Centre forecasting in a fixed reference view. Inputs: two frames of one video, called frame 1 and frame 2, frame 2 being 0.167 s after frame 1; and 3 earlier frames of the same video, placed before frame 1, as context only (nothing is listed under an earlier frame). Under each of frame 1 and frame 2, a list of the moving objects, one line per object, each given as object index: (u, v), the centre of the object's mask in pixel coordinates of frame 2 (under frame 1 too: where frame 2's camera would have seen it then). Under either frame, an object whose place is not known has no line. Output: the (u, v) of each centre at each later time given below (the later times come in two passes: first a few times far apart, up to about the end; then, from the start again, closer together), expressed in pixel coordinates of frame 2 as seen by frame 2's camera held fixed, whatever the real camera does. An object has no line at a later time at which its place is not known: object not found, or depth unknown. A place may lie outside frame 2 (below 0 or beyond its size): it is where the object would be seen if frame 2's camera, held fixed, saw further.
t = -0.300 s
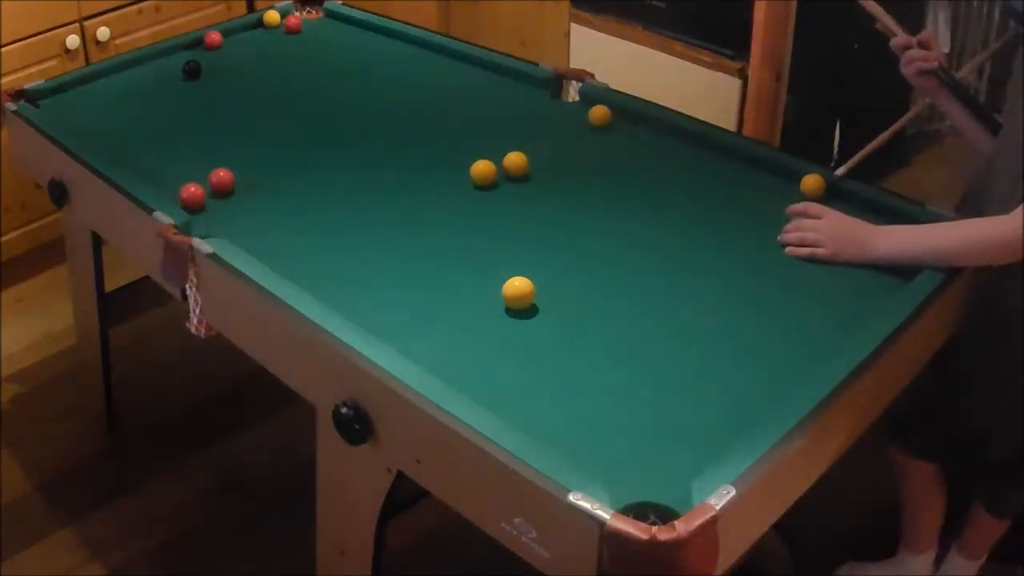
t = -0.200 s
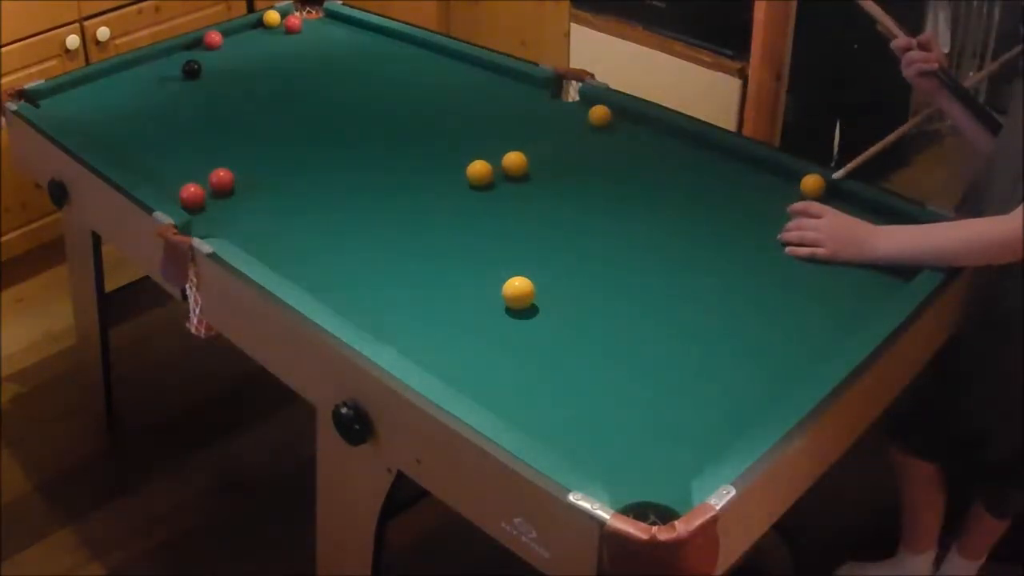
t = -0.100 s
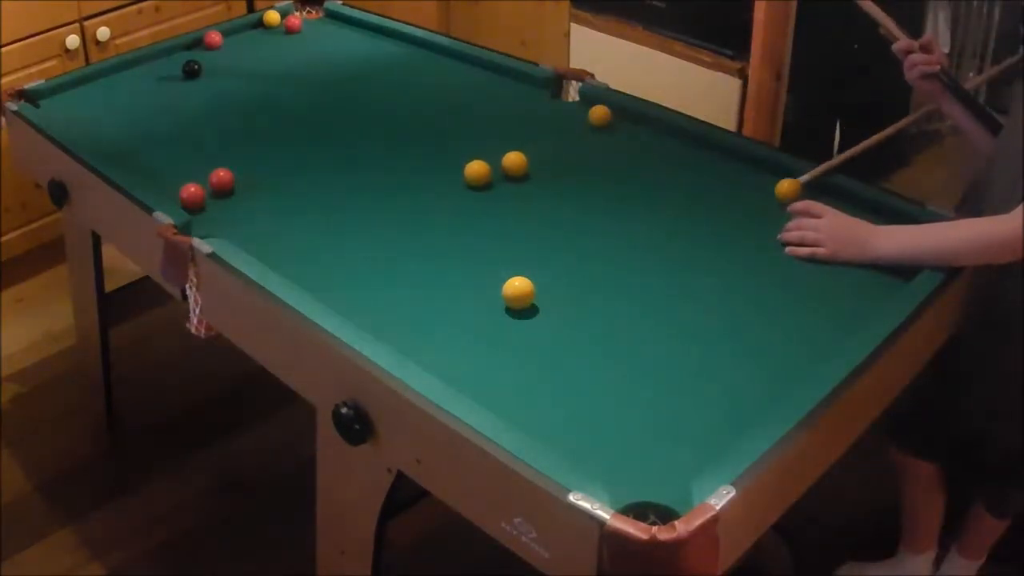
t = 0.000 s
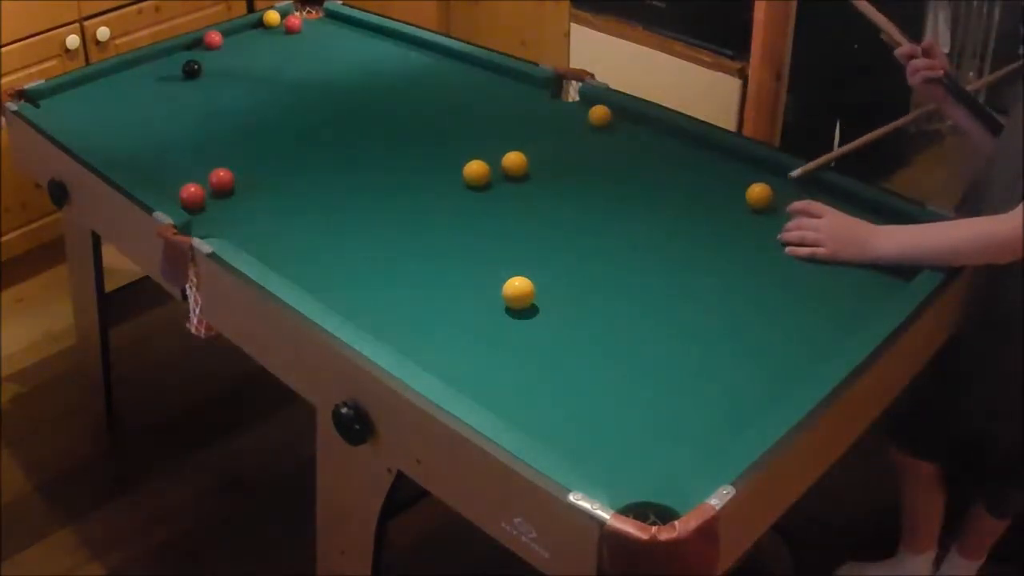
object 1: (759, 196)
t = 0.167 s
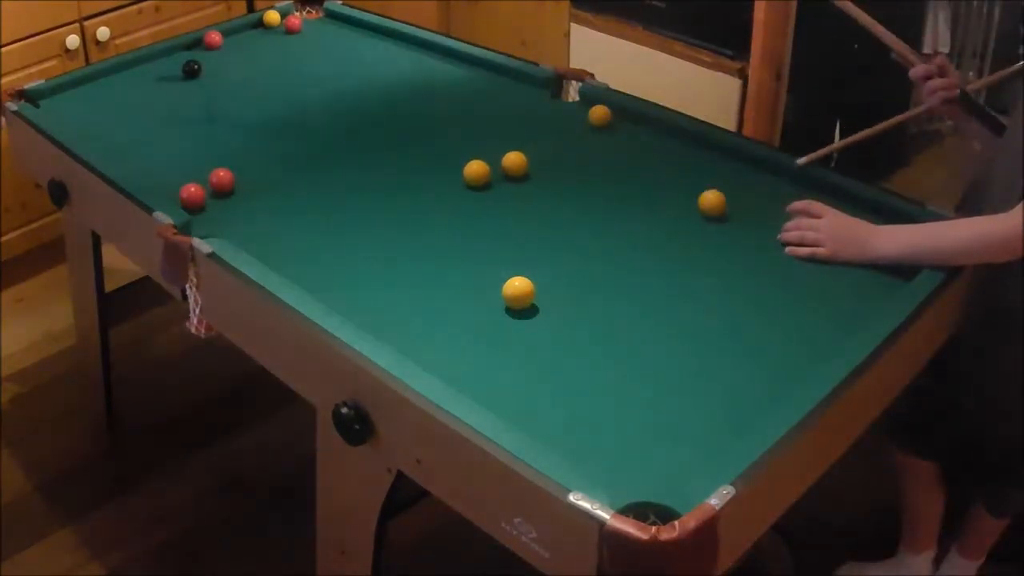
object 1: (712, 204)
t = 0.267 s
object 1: (684, 208)
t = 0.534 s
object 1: (612, 217)
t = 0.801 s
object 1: (545, 224)
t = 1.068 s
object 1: (486, 228)
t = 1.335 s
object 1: (438, 229)
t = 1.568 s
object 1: (402, 230)
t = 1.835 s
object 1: (370, 229)
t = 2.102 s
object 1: (347, 227)
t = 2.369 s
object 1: (333, 225)
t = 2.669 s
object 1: (325, 223)
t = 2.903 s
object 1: (322, 221)
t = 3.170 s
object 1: (322, 221)
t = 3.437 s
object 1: (322, 221)
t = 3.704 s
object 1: (321, 221)
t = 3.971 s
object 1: (321, 221)
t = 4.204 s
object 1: (321, 221)
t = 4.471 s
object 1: (321, 221)
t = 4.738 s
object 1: (321, 221)
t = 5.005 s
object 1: (321, 221)
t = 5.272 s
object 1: (321, 221)
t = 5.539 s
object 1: (321, 221)
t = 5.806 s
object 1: (321, 221)
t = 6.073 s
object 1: (321, 221)
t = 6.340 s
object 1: (321, 221)
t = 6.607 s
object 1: (321, 221)
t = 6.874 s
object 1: (321, 221)
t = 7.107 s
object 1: (321, 221)
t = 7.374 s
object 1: (321, 221)
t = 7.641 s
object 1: (321, 220)
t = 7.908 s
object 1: (321, 221)
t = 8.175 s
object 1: (321, 221)
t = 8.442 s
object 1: (321, 221)
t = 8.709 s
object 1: (321, 221)
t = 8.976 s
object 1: (321, 221)
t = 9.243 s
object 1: (321, 221)
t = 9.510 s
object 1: (321, 221)
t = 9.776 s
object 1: (321, 221)
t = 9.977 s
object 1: (321, 221)
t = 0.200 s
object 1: (703, 205)
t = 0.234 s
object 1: (693, 206)
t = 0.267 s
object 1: (684, 208)
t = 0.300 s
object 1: (675, 209)
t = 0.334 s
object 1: (666, 210)
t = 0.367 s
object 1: (657, 211)
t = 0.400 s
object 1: (648, 212)
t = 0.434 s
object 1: (639, 214)
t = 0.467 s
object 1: (630, 215)
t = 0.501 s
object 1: (621, 216)
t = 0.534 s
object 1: (612, 217)
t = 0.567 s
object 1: (604, 218)
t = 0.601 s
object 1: (594, 219)
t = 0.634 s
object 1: (586, 220)
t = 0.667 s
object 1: (577, 221)
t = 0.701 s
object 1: (569, 222)
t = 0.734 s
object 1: (561, 222)
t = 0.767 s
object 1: (553, 223)
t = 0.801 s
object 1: (545, 224)
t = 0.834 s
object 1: (537, 224)
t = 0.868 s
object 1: (529, 225)
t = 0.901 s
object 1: (522, 226)
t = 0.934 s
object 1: (515, 226)
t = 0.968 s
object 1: (507, 227)
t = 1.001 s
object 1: (500, 227)
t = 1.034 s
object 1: (493, 227)
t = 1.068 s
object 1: (486, 228)
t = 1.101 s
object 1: (480, 228)
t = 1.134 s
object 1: (473, 228)
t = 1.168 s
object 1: (467, 228)
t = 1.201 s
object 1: (461, 229)
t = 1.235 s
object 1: (455, 228)
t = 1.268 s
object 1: (449, 229)
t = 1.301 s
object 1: (443, 229)
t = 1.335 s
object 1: (438, 229)
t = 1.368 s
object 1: (432, 229)
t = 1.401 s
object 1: (427, 229)
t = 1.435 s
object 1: (422, 229)
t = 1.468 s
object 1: (416, 230)
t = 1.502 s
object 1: (412, 229)
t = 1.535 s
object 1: (407, 230)
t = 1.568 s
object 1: (402, 230)
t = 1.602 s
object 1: (398, 229)
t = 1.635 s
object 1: (393, 230)
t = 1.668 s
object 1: (389, 229)
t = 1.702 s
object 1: (385, 229)
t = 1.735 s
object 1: (382, 229)
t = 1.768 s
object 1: (378, 229)
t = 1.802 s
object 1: (374, 229)
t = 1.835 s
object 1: (370, 229)
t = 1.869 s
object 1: (367, 229)
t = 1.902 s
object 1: (364, 228)
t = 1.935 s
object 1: (360, 228)
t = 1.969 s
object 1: (358, 228)
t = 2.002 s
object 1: (355, 228)
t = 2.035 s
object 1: (352, 228)
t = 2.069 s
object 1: (350, 227)
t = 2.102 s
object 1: (347, 227)
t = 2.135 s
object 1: (345, 227)
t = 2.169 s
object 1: (343, 227)
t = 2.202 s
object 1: (341, 226)
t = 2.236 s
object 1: (339, 226)
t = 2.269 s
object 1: (338, 226)
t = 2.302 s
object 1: (336, 226)
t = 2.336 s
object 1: (334, 225)
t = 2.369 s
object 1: (333, 225)
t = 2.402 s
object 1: (332, 224)
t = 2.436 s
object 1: (331, 224)
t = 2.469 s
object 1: (330, 224)
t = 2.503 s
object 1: (328, 224)
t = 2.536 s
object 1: (327, 224)
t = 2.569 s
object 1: (327, 223)
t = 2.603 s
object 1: (326, 223)
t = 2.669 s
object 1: (325, 223)
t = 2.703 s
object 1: (324, 222)
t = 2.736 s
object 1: (324, 222)
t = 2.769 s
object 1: (323, 222)
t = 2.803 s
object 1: (323, 222)
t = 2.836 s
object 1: (322, 222)
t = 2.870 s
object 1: (322, 221)
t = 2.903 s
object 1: (322, 221)
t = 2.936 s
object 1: (322, 221)
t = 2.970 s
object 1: (322, 221)
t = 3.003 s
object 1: (322, 221)
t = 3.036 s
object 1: (322, 221)
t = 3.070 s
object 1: (322, 221)
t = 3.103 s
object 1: (322, 221)
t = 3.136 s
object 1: (322, 221)
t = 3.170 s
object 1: (322, 221)
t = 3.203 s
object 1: (322, 221)
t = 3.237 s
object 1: (321, 221)
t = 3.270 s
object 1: (322, 221)
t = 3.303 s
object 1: (321, 221)
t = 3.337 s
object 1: (321, 221)
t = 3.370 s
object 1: (321, 221)
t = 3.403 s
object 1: (321, 221)
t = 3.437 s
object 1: (322, 221)
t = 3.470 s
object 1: (321, 221)
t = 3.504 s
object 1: (321, 221)
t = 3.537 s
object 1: (321, 221)
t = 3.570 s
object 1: (321, 221)
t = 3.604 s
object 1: (321, 221)
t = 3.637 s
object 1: (321, 221)
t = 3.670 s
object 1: (321, 221)
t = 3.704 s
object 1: (321, 221)
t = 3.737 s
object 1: (321, 221)
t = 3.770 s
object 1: (321, 221)
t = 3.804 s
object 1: (321, 221)
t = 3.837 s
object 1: (321, 221)
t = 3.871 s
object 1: (321, 221)
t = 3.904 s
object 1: (321, 221)
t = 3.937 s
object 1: (321, 221)
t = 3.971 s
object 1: (321, 221)
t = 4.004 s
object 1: (321, 221)
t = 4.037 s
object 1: (321, 221)
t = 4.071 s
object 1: (321, 221)
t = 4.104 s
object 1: (321, 221)
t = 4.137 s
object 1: (321, 221)
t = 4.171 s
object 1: (321, 221)
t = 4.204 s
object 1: (321, 221)
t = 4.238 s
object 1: (321, 221)
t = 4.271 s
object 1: (321, 221)
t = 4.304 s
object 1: (321, 221)
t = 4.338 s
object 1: (321, 221)
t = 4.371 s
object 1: (321, 221)
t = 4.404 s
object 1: (321, 221)
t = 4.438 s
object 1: (321, 221)
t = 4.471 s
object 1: (321, 221)
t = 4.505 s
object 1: (321, 221)
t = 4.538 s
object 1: (321, 221)
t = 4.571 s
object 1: (321, 221)
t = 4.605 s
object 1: (321, 221)
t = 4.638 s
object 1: (321, 221)
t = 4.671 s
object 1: (321, 221)
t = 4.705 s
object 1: (321, 221)
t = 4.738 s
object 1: (321, 221)
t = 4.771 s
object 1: (321, 221)
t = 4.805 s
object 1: (321, 221)
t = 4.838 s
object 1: (321, 221)
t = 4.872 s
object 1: (321, 221)
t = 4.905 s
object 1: (321, 221)
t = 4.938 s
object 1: (321, 221)
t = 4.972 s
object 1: (321, 221)
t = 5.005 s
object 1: (321, 221)
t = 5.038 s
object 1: (321, 221)
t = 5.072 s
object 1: (321, 221)
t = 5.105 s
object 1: (321, 221)
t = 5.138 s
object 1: (321, 221)
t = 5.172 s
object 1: (321, 221)
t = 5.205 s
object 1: (321, 221)
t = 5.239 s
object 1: (321, 221)
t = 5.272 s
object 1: (321, 221)
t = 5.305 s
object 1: (321, 221)
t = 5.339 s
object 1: (321, 221)
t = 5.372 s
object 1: (321, 221)
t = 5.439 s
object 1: (321, 221)
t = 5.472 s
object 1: (321, 221)
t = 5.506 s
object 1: (321, 221)
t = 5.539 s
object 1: (321, 221)
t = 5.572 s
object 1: (321, 221)
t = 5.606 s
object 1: (321, 221)
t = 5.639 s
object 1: (321, 221)
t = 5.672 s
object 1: (321, 221)
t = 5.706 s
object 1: (321, 221)
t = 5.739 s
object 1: (321, 221)
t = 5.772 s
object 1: (321, 221)
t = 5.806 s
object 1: (321, 221)
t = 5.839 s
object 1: (321, 221)
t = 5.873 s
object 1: (321, 221)
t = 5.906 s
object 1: (321, 221)
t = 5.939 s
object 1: (321, 221)
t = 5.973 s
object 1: (321, 221)
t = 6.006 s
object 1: (321, 221)
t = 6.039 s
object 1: (321, 221)
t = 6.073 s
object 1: (321, 221)
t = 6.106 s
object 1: (321, 221)
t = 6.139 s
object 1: (321, 221)
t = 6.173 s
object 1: (321, 221)
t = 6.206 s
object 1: (321, 221)
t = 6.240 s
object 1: (321, 221)
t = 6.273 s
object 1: (321, 221)
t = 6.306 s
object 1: (321, 221)
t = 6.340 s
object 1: (321, 221)
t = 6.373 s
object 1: (321, 221)
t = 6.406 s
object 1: (321, 221)
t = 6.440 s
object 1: (321, 221)
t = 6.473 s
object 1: (321, 221)
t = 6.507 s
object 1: (321, 221)
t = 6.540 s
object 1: (321, 221)
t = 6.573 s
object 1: (321, 221)
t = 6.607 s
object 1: (321, 221)
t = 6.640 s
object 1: (321, 221)
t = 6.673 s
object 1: (321, 221)
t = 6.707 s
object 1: (321, 221)
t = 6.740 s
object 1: (321, 221)
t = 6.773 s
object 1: (321, 221)
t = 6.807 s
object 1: (321, 221)
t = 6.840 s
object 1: (321, 221)
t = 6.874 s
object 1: (321, 221)
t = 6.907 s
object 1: (321, 221)
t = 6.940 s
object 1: (321, 221)
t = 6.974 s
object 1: (321, 221)
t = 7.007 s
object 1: (321, 221)
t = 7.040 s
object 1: (321, 221)
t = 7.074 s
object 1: (321, 221)
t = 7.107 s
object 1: (321, 221)
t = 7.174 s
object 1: (321, 221)
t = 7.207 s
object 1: (321, 221)
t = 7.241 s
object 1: (321, 221)
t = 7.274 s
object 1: (321, 221)
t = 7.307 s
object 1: (321, 221)
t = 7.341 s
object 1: (321, 221)
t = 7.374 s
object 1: (321, 221)
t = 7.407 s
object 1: (321, 221)
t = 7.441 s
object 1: (321, 221)
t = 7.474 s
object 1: (321, 221)
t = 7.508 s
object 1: (321, 221)
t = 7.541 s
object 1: (321, 221)
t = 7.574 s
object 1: (321, 221)
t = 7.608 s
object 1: (321, 220)
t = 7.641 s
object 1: (321, 220)
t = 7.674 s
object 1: (321, 221)
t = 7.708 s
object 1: (321, 221)
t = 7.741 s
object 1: (321, 221)
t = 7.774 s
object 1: (321, 221)
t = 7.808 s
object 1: (321, 221)
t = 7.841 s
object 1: (321, 221)
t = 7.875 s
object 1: (321, 221)
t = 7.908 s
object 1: (321, 221)
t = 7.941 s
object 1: (321, 221)
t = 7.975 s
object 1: (321, 221)
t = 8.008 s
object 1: (321, 221)
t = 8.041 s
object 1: (321, 221)
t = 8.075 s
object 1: (321, 221)
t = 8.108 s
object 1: (321, 221)
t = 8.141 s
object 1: (321, 221)
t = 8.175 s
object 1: (321, 221)
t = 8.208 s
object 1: (321, 221)
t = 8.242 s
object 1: (321, 220)
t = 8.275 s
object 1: (321, 220)
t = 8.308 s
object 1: (321, 220)
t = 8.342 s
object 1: (321, 220)
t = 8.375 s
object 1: (321, 220)
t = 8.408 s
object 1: (321, 220)
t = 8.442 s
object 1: (321, 221)
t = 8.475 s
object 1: (321, 220)
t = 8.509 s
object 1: (321, 220)
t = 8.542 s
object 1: (321, 220)
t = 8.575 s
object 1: (321, 221)
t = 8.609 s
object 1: (321, 220)
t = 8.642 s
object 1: (321, 221)
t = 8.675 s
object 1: (321, 221)
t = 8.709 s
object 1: (321, 221)
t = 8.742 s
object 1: (321, 221)
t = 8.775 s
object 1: (321, 221)
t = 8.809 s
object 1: (321, 220)
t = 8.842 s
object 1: (321, 220)
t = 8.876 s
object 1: (321, 221)
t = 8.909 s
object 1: (321, 221)
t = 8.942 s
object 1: (321, 220)
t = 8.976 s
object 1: (321, 221)
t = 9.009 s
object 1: (321, 221)
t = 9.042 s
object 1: (321, 221)
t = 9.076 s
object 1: (321, 221)
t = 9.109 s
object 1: (321, 220)
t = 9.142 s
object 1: (321, 221)
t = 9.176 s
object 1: (321, 221)
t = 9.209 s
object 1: (321, 221)
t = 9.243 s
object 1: (321, 221)
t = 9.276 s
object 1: (321, 221)
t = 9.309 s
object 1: (321, 220)
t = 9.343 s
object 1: (321, 221)
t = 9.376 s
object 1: (321, 221)
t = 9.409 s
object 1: (321, 221)
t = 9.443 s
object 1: (321, 221)
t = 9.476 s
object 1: (321, 221)
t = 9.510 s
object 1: (321, 221)
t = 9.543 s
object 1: (321, 221)
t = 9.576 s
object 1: (321, 221)
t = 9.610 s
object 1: (321, 221)
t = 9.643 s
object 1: (321, 221)
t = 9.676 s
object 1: (321, 221)
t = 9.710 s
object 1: (321, 221)
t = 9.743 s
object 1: (321, 220)
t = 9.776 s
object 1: (321, 221)
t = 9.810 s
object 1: (321, 221)
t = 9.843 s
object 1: (321, 221)
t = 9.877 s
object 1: (321, 221)
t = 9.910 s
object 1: (321, 220)
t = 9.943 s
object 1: (321, 221)
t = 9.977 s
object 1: (321, 221)
